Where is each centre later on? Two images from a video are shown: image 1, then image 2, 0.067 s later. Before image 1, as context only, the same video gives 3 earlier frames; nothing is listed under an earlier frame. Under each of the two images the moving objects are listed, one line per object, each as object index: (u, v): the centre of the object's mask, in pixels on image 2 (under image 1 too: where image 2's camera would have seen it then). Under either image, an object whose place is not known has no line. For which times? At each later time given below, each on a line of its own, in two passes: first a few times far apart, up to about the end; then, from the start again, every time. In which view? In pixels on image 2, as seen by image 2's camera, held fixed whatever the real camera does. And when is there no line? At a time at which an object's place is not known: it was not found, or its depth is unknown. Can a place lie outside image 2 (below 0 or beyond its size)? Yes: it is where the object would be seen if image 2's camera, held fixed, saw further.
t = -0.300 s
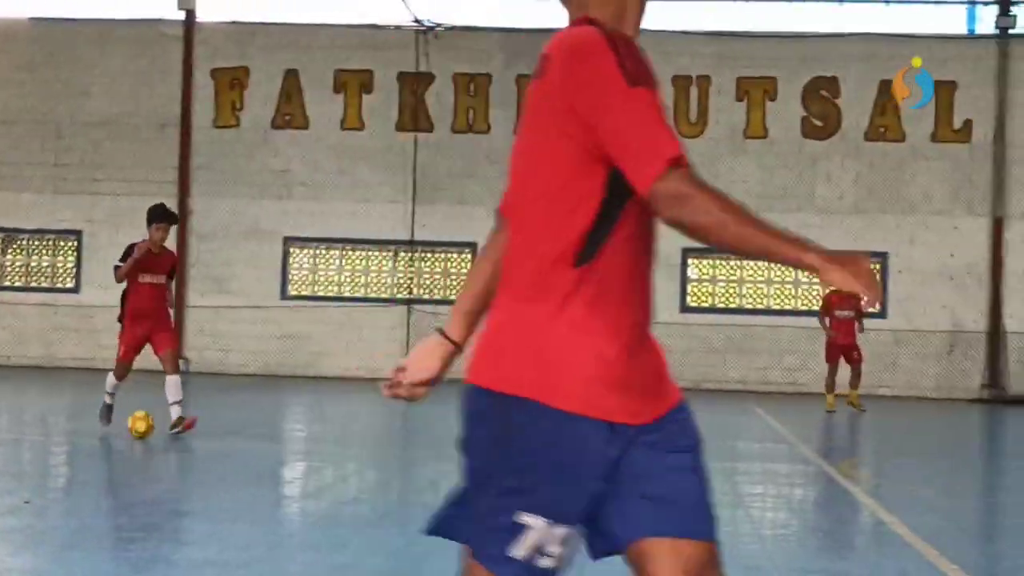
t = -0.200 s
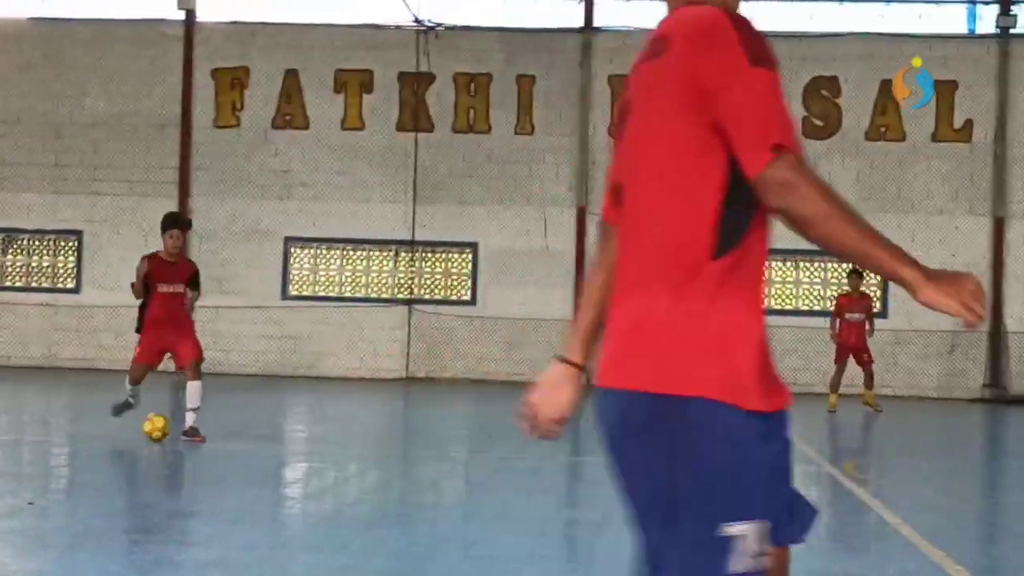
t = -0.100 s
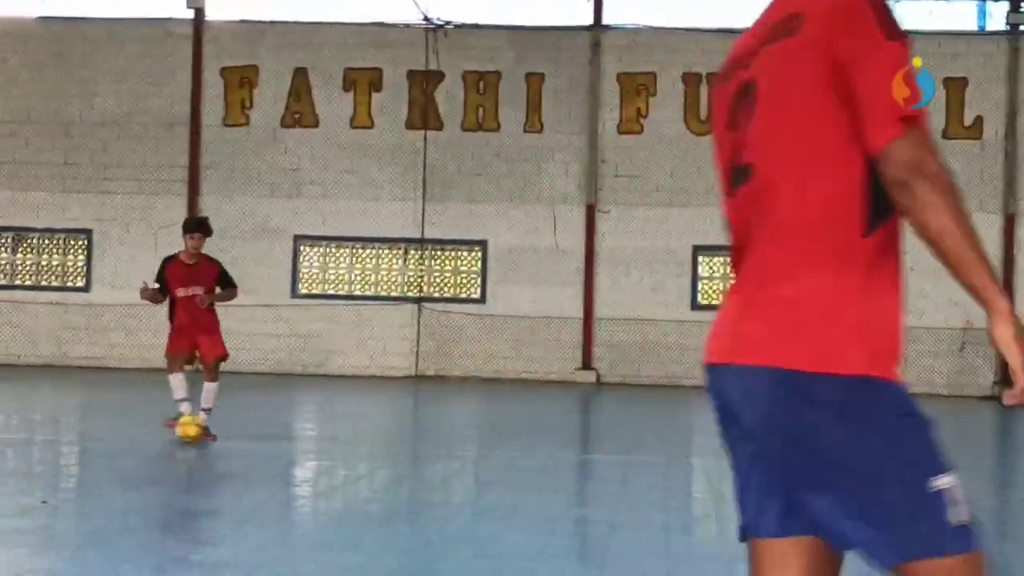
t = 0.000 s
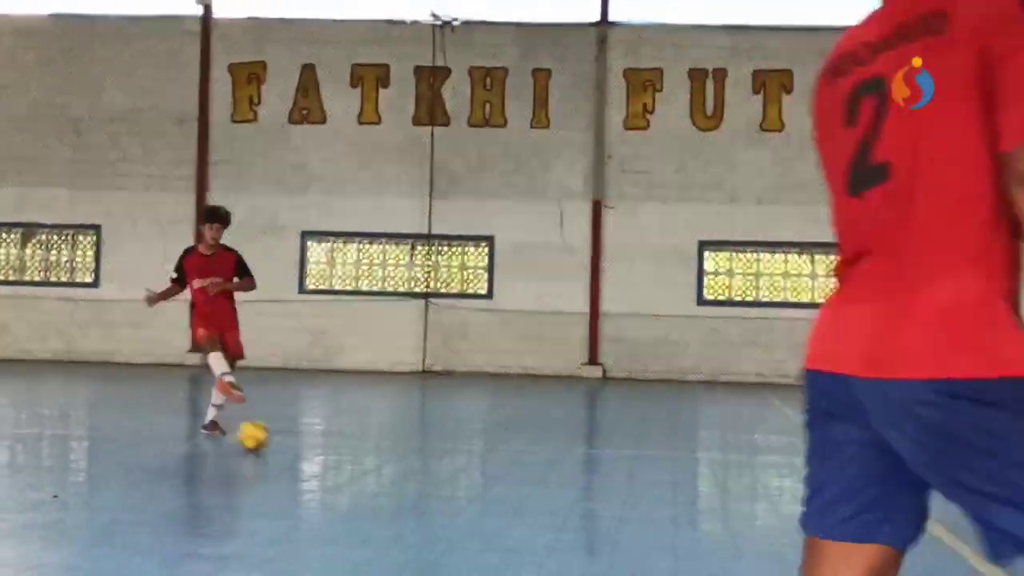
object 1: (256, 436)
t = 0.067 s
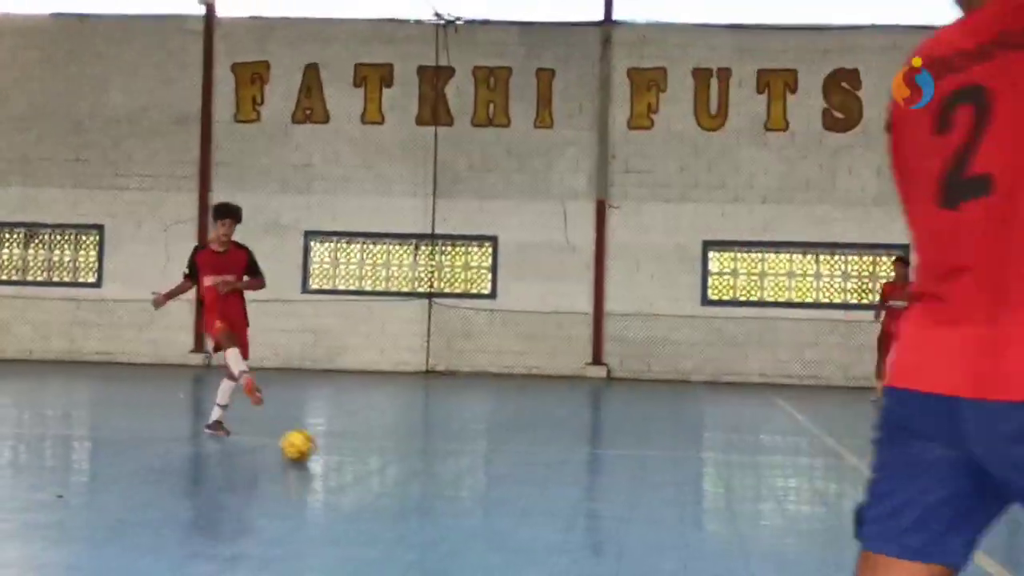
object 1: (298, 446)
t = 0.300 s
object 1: (473, 487)
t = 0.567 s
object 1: (758, 548)
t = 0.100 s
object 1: (319, 452)
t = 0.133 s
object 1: (342, 456)
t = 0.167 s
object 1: (366, 460)
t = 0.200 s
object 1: (391, 466)
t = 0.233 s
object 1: (418, 473)
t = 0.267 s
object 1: (444, 478)
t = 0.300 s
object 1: (473, 487)
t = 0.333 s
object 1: (503, 494)
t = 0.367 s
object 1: (534, 501)
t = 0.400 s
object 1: (567, 510)
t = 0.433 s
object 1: (601, 517)
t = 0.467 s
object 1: (637, 523)
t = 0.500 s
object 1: (676, 531)
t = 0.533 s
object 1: (716, 540)
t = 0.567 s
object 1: (758, 548)
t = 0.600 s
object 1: (802, 557)
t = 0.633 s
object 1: (850, 562)
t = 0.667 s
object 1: (899, 565)
